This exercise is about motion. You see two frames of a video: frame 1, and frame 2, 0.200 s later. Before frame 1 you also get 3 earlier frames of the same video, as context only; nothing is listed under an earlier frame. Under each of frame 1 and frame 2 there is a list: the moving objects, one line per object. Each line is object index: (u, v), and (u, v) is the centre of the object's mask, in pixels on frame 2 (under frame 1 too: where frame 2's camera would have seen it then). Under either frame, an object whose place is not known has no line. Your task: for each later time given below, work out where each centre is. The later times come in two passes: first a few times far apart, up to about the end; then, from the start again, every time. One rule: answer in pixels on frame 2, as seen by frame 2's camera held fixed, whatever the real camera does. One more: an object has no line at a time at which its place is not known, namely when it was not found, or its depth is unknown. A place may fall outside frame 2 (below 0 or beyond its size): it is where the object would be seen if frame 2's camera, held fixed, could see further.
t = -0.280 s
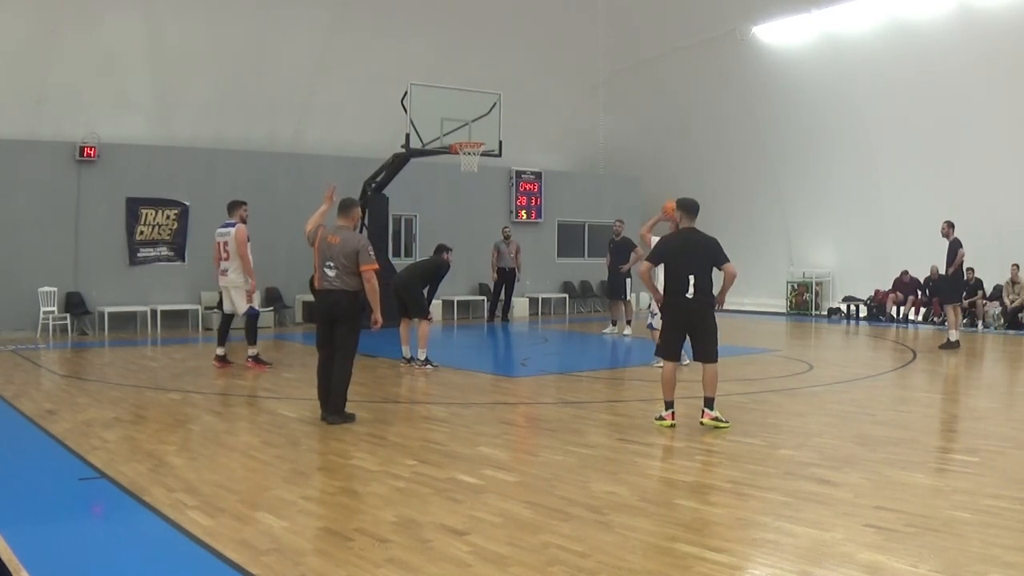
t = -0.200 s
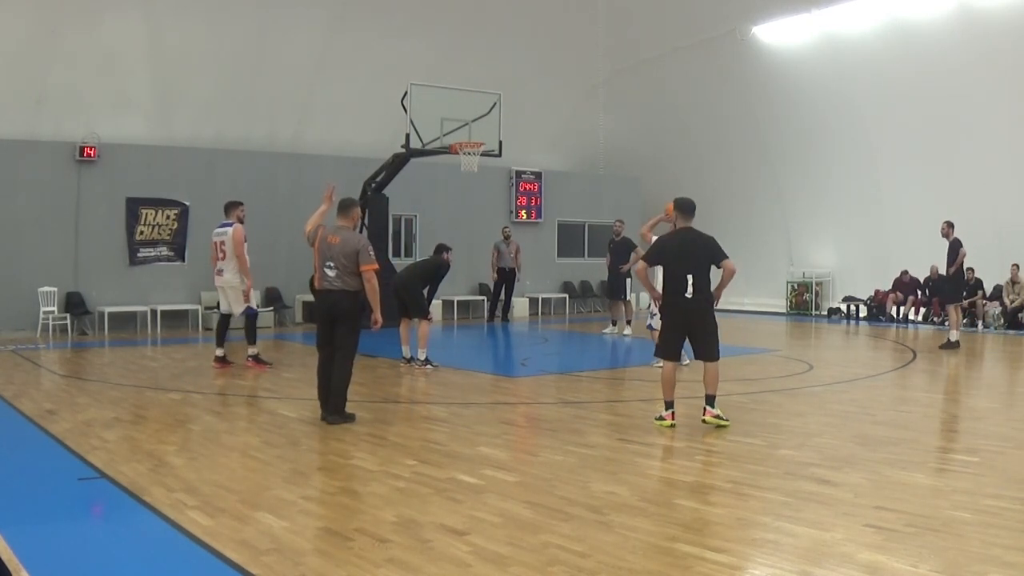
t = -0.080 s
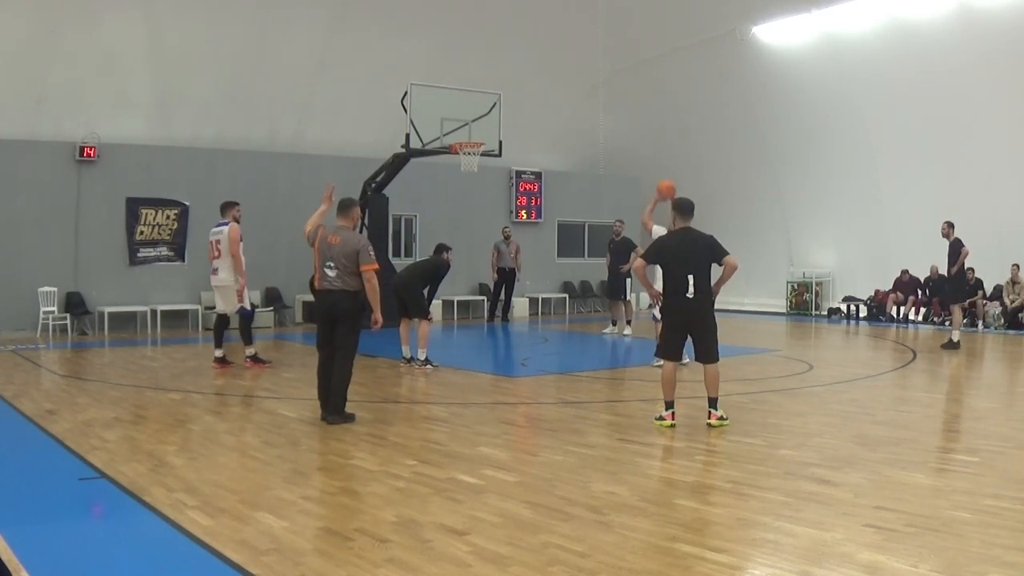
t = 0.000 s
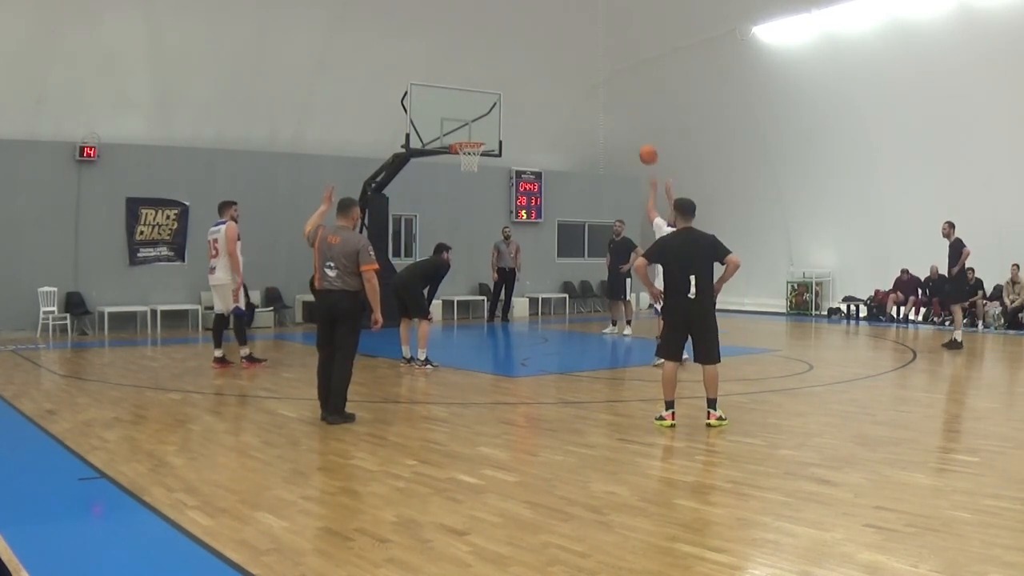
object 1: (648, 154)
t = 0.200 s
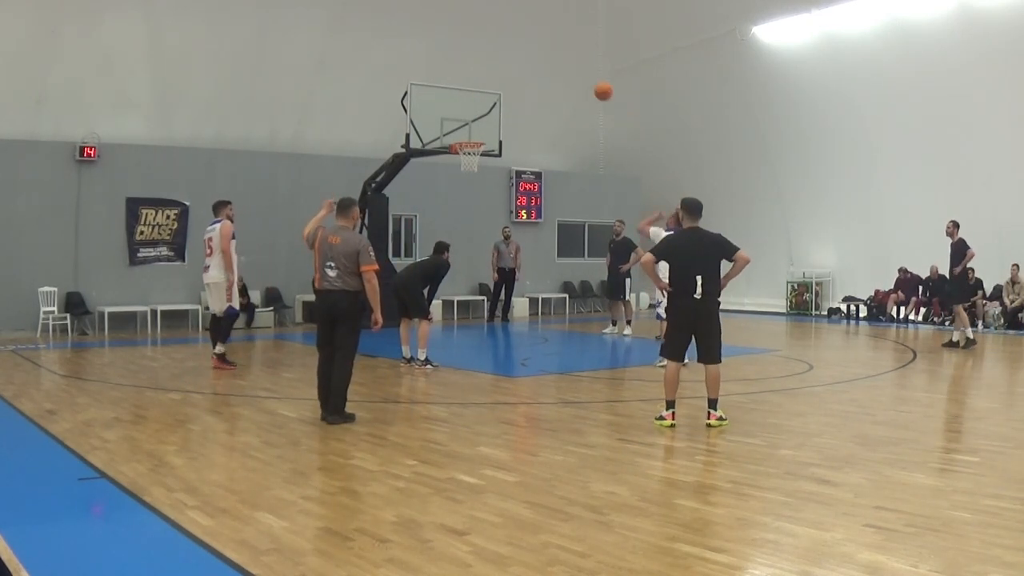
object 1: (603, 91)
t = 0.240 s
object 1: (595, 83)
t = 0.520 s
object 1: (540, 61)
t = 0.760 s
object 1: (499, 86)
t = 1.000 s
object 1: (465, 135)
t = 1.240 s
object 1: (478, 86)
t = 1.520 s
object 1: (493, 72)
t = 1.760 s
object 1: (507, 102)
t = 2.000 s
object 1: (523, 177)
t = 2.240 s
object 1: (540, 303)
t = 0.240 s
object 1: (595, 83)
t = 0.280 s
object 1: (586, 76)
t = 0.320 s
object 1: (578, 71)
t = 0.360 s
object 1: (570, 66)
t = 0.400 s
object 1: (562, 63)
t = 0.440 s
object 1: (555, 62)
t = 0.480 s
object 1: (547, 61)
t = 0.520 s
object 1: (540, 61)
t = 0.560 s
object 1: (533, 63)
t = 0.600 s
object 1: (526, 66)
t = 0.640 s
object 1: (519, 69)
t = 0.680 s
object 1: (512, 74)
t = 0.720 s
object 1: (506, 79)
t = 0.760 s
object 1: (499, 86)
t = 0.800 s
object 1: (493, 93)
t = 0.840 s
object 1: (487, 101)
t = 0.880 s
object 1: (480, 110)
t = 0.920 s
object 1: (474, 120)
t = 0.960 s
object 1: (468, 131)
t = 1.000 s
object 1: (465, 135)
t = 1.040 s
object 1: (467, 125)
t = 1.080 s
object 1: (469, 116)
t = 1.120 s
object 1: (471, 107)
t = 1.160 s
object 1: (473, 99)
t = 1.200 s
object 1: (476, 92)
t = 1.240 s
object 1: (478, 86)
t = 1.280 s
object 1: (480, 81)
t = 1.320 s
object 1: (482, 77)
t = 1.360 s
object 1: (484, 74)
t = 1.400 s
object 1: (486, 72)
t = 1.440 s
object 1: (489, 71)
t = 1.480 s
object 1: (491, 71)
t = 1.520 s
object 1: (493, 72)
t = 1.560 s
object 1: (496, 74)
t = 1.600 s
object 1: (498, 77)
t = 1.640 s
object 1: (500, 82)
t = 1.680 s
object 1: (502, 87)
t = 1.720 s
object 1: (505, 94)
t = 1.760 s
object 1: (507, 102)
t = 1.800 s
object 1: (510, 112)
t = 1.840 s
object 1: (512, 122)
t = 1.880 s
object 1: (515, 134)
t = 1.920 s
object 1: (517, 147)
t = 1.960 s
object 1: (520, 161)
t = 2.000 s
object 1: (523, 177)
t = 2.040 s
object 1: (526, 196)
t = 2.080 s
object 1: (529, 213)
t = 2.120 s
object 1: (531, 234)
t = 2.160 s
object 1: (534, 255)
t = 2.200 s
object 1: (537, 278)
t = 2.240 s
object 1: (540, 303)
